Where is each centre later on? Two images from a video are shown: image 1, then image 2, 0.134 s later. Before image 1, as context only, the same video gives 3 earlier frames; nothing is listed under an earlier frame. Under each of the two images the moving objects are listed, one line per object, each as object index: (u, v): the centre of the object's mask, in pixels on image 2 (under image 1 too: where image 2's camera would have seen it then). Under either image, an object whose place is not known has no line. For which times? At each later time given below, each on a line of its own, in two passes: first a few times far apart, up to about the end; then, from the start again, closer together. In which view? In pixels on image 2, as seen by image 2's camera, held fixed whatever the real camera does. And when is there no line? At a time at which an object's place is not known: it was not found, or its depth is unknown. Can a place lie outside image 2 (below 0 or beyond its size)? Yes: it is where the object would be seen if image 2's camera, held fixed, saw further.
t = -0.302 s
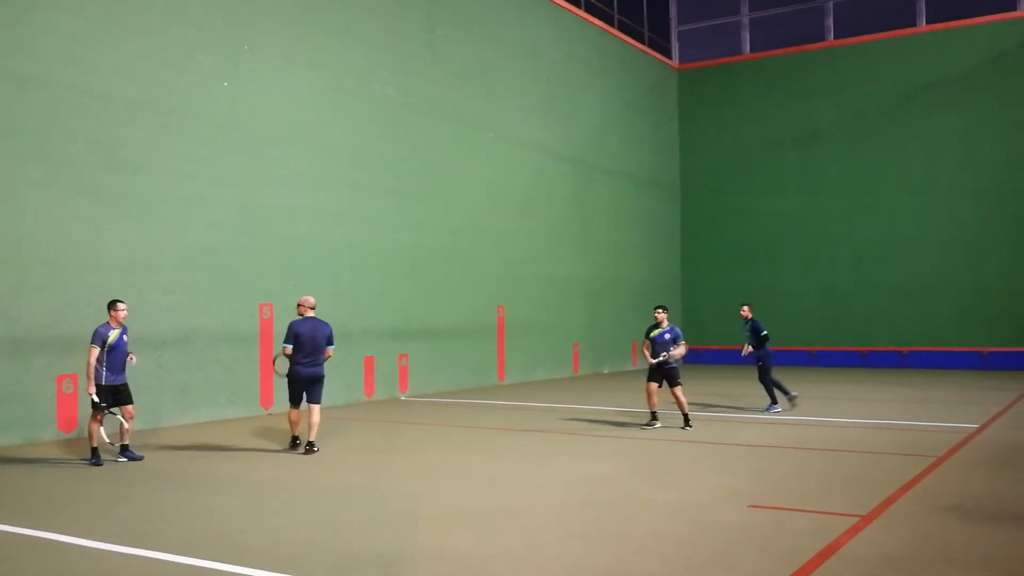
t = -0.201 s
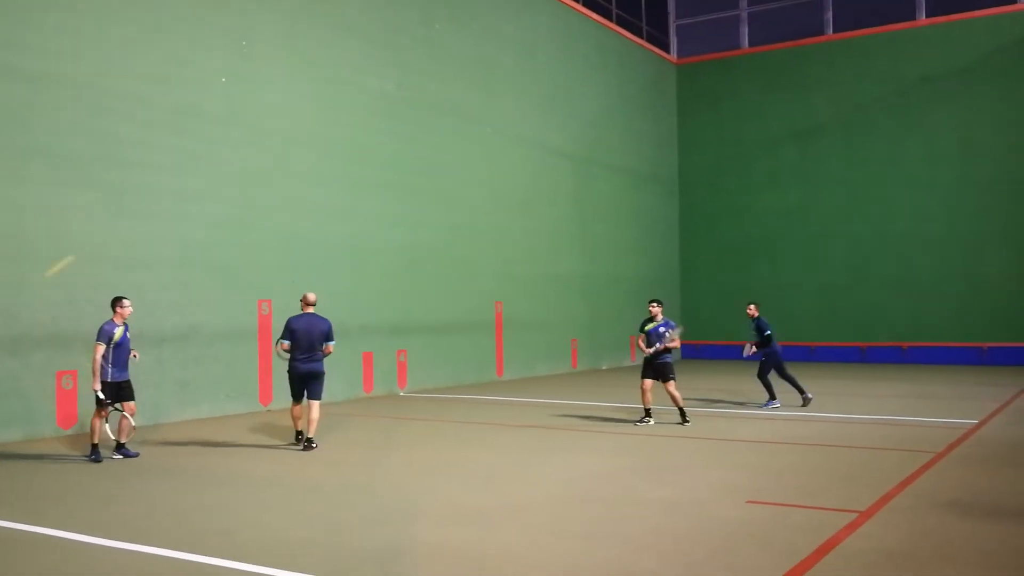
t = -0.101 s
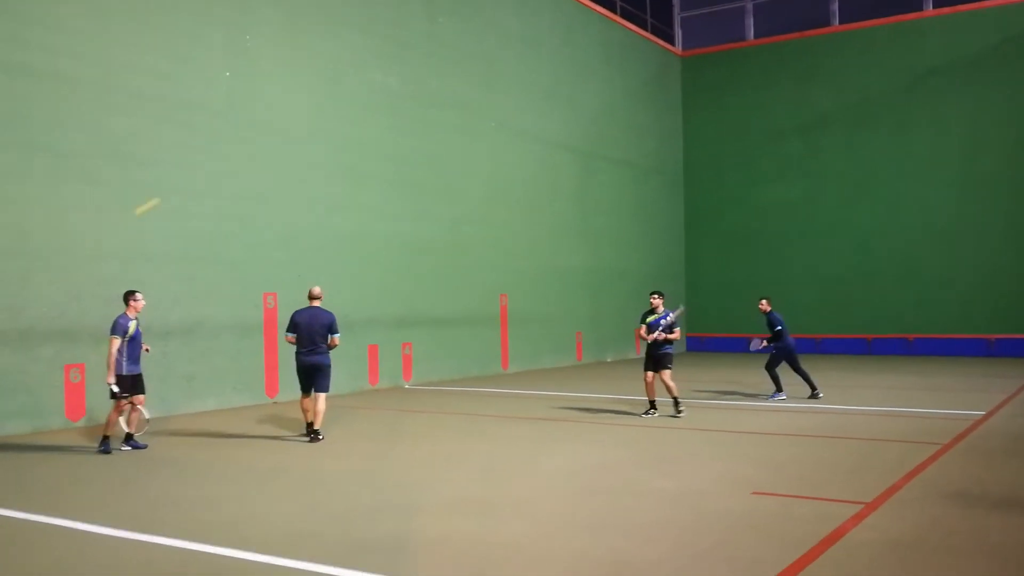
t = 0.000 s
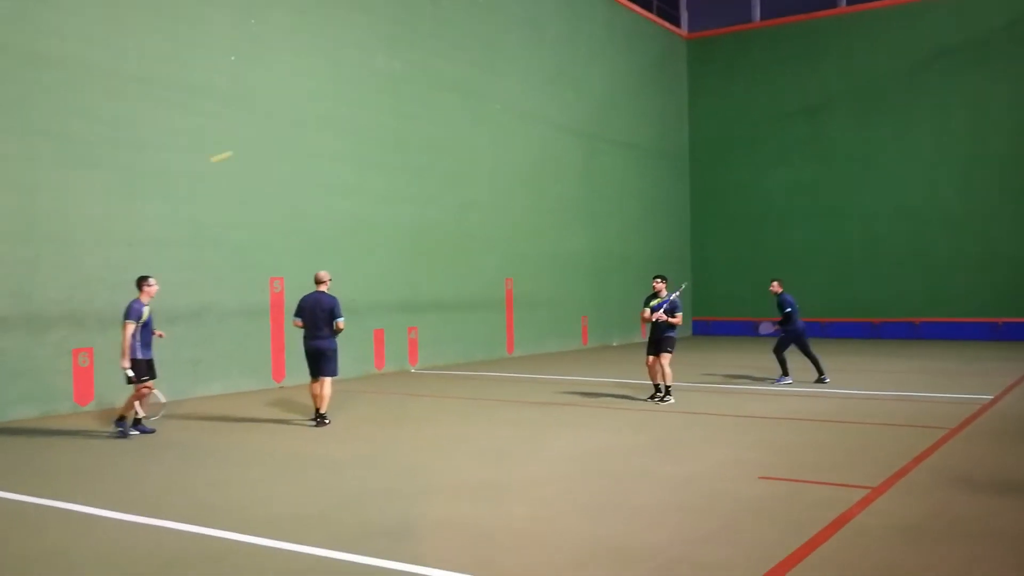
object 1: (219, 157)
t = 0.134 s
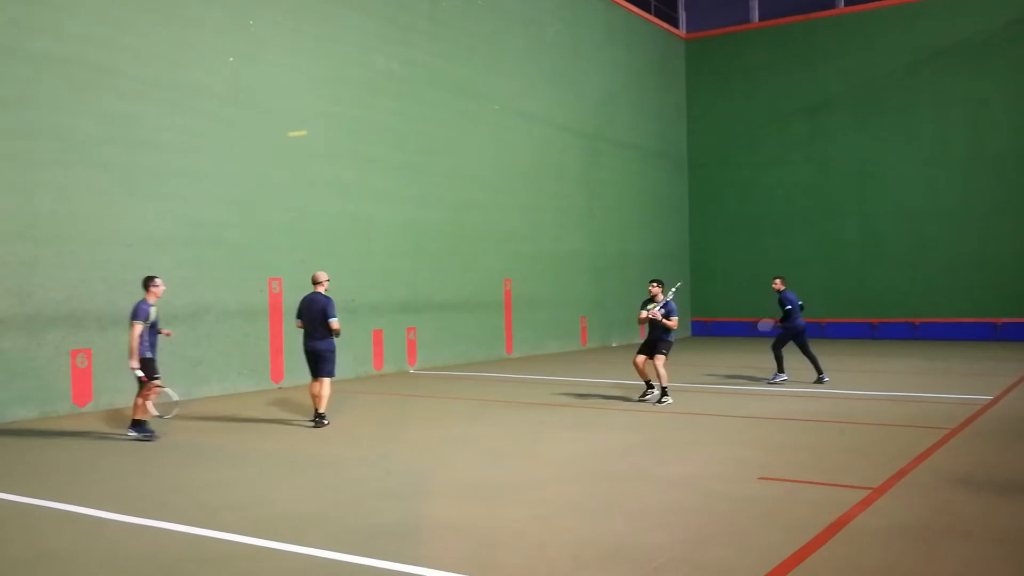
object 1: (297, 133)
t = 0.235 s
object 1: (348, 129)
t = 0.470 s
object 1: (444, 154)
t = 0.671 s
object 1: (509, 203)
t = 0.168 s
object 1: (315, 132)
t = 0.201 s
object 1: (332, 130)
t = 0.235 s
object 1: (348, 129)
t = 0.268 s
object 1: (364, 131)
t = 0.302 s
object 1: (379, 132)
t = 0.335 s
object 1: (392, 135)
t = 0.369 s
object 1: (406, 138)
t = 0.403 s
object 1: (420, 143)
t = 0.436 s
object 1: (432, 148)
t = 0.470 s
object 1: (444, 154)
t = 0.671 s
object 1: (509, 203)
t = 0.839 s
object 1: (554, 260)
